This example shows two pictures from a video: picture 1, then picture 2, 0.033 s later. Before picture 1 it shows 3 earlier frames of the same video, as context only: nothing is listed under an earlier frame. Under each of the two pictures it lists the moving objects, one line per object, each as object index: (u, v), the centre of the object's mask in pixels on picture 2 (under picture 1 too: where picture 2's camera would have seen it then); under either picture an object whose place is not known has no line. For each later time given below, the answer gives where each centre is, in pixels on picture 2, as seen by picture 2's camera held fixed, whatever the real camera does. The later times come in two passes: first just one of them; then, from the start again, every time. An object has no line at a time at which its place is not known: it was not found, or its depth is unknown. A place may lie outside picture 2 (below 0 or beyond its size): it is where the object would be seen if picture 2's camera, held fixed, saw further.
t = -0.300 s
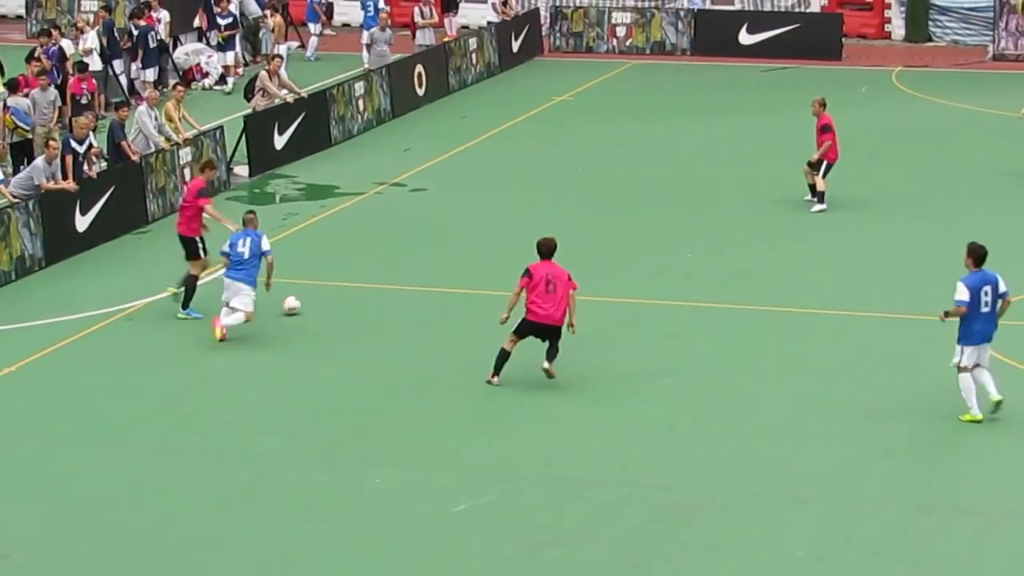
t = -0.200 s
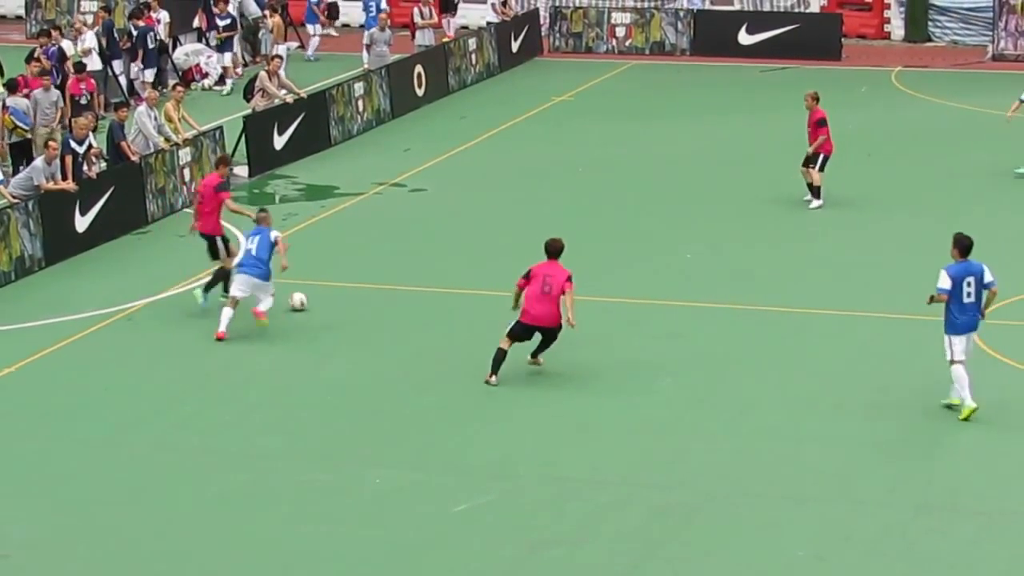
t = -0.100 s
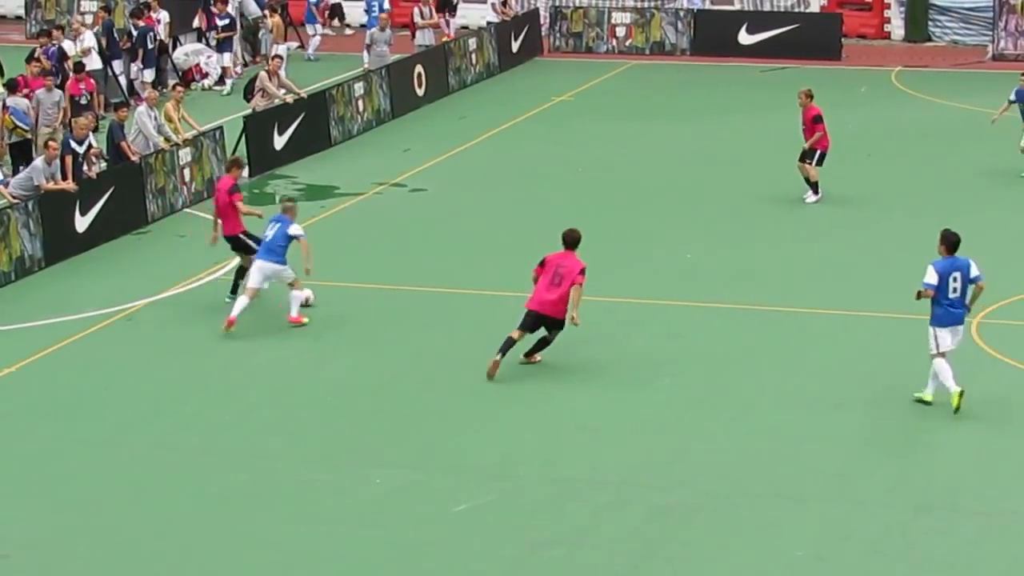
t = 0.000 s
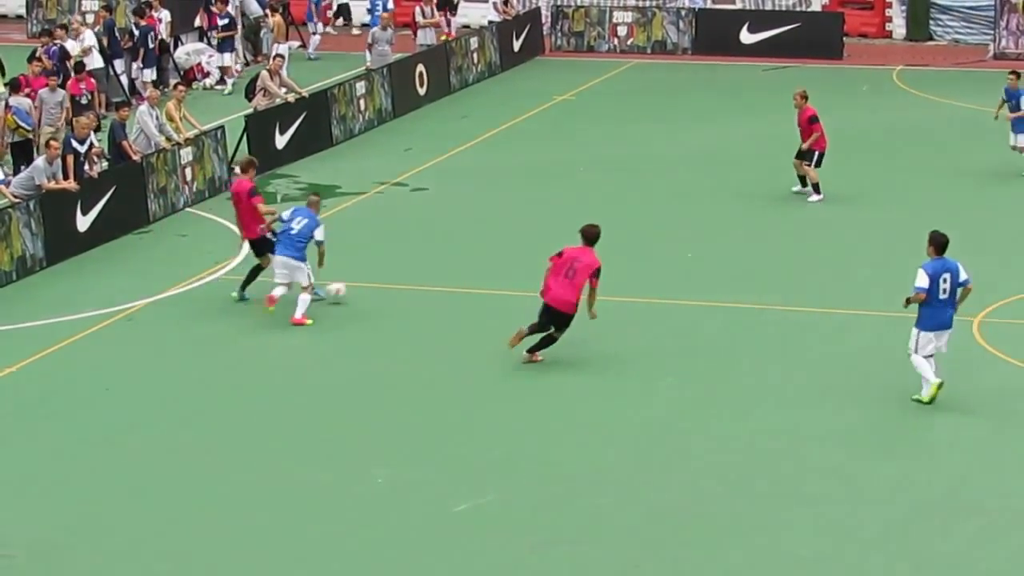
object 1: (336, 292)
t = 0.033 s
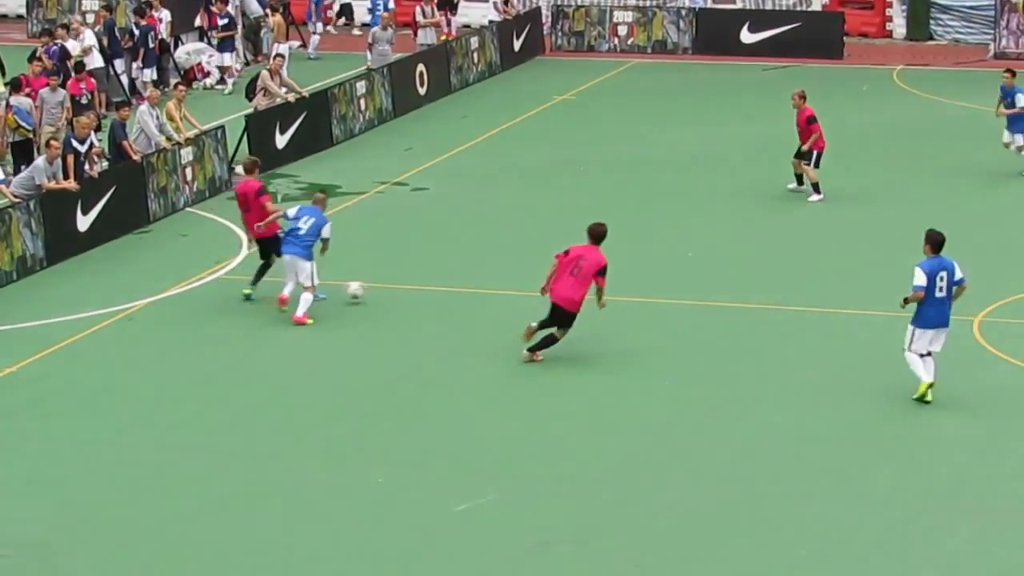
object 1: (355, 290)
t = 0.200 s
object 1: (444, 296)
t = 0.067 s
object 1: (373, 290)
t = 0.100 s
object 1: (392, 290)
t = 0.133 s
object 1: (411, 292)
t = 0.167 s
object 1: (428, 296)
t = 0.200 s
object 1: (444, 296)
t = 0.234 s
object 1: (459, 294)
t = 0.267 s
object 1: (474, 294)
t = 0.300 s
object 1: (488, 296)
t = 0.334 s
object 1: (503, 298)
